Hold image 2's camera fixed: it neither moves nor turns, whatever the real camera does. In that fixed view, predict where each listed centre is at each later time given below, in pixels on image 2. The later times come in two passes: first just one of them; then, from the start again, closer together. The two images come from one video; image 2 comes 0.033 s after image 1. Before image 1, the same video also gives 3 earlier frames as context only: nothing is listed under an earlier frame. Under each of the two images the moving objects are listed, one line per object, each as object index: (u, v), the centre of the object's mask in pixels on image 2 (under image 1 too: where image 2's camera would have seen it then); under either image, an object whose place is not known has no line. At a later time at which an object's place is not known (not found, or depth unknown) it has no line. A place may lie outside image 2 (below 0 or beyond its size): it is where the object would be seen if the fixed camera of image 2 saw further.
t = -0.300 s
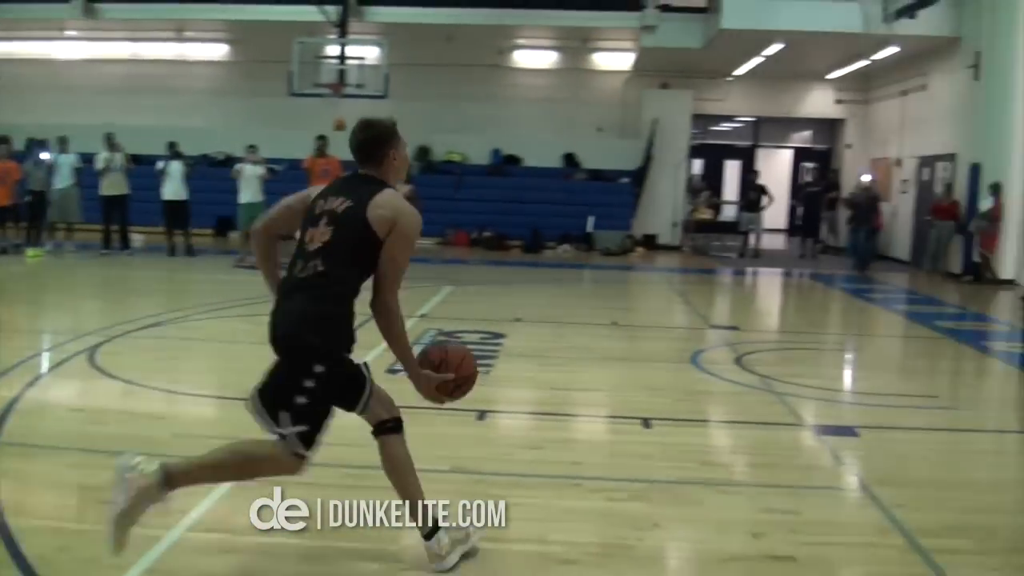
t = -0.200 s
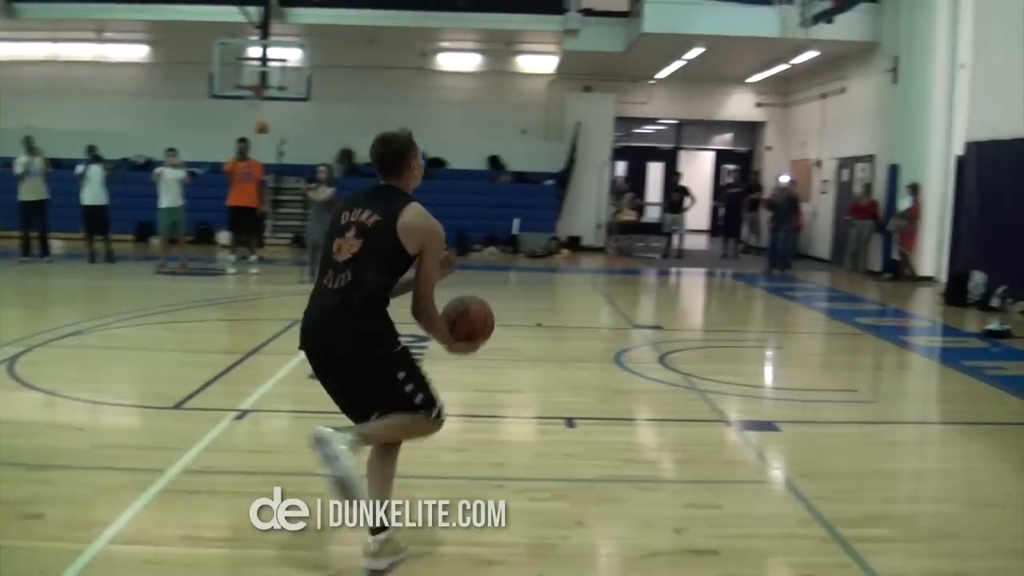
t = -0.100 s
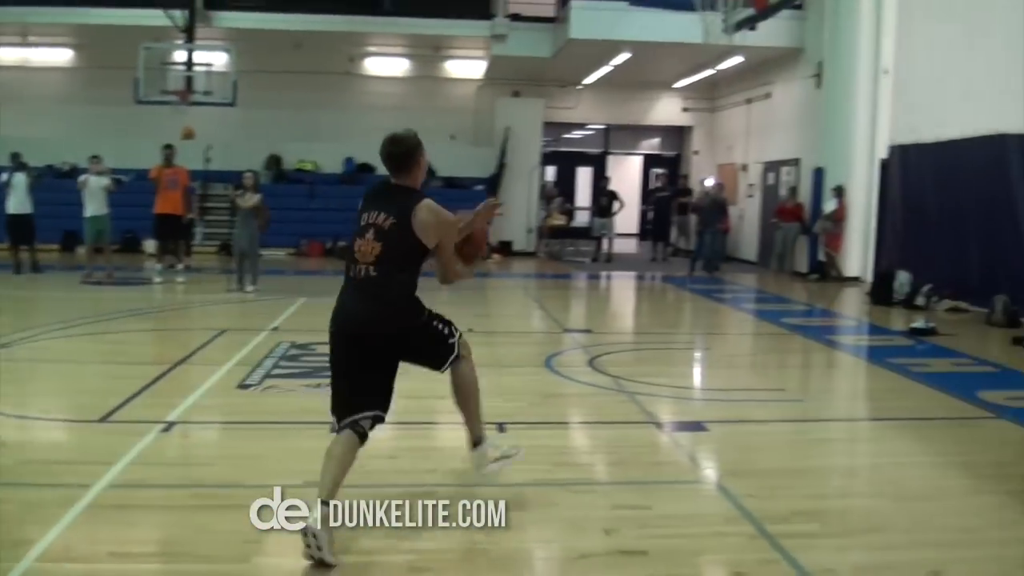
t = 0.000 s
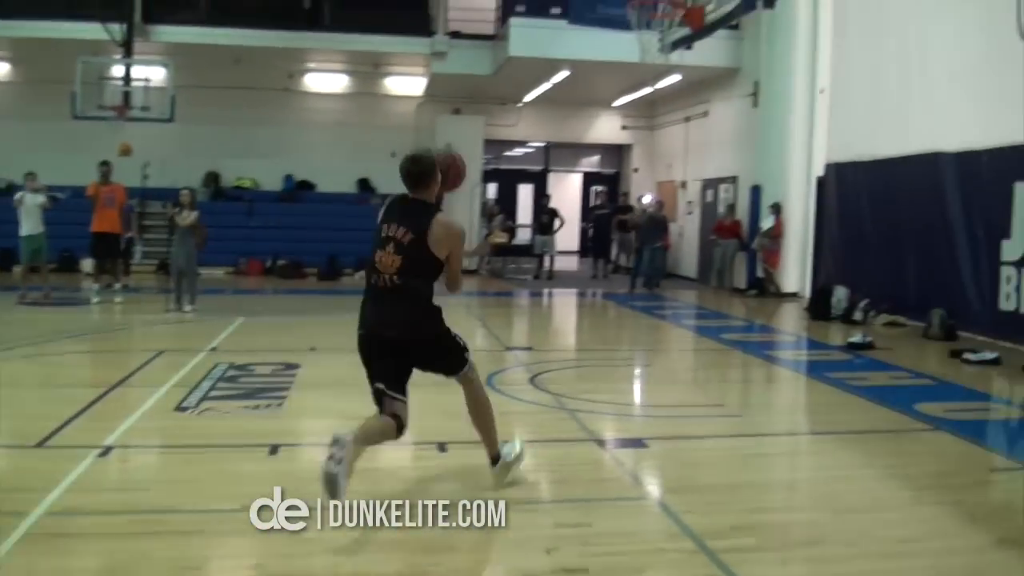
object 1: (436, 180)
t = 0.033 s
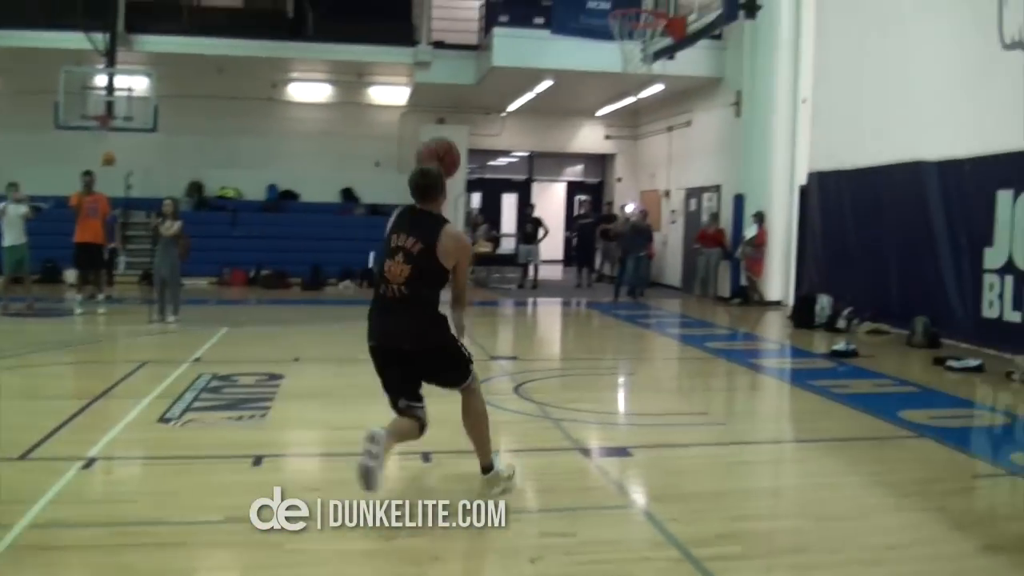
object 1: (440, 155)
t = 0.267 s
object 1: (496, 82)
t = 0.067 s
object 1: (448, 141)
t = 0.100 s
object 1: (457, 124)
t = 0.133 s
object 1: (466, 110)
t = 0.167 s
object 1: (474, 101)
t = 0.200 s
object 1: (482, 93)
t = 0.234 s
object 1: (490, 86)
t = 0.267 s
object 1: (496, 82)
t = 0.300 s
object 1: (504, 80)
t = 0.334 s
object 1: (512, 78)
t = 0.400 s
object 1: (525, 83)
